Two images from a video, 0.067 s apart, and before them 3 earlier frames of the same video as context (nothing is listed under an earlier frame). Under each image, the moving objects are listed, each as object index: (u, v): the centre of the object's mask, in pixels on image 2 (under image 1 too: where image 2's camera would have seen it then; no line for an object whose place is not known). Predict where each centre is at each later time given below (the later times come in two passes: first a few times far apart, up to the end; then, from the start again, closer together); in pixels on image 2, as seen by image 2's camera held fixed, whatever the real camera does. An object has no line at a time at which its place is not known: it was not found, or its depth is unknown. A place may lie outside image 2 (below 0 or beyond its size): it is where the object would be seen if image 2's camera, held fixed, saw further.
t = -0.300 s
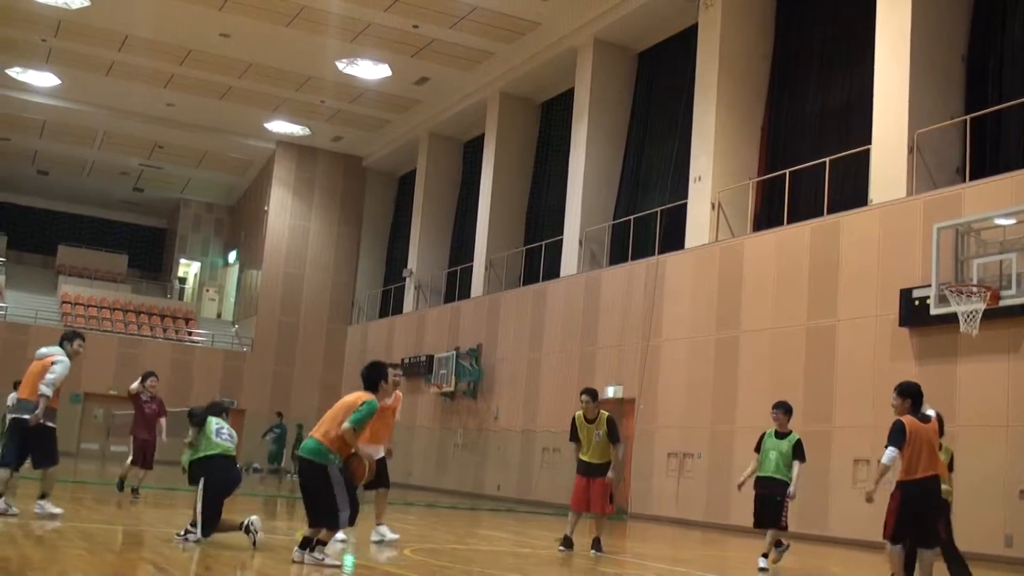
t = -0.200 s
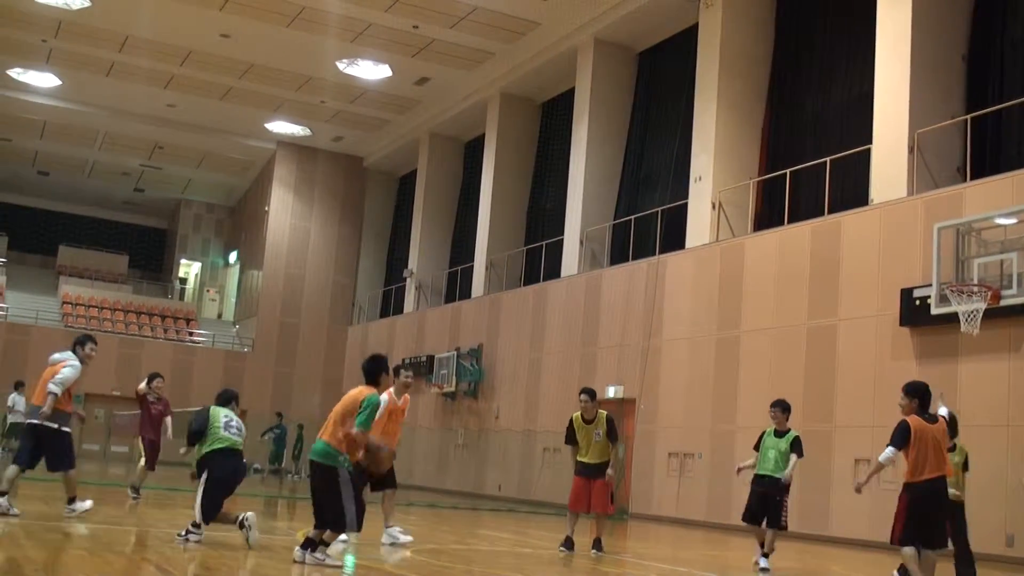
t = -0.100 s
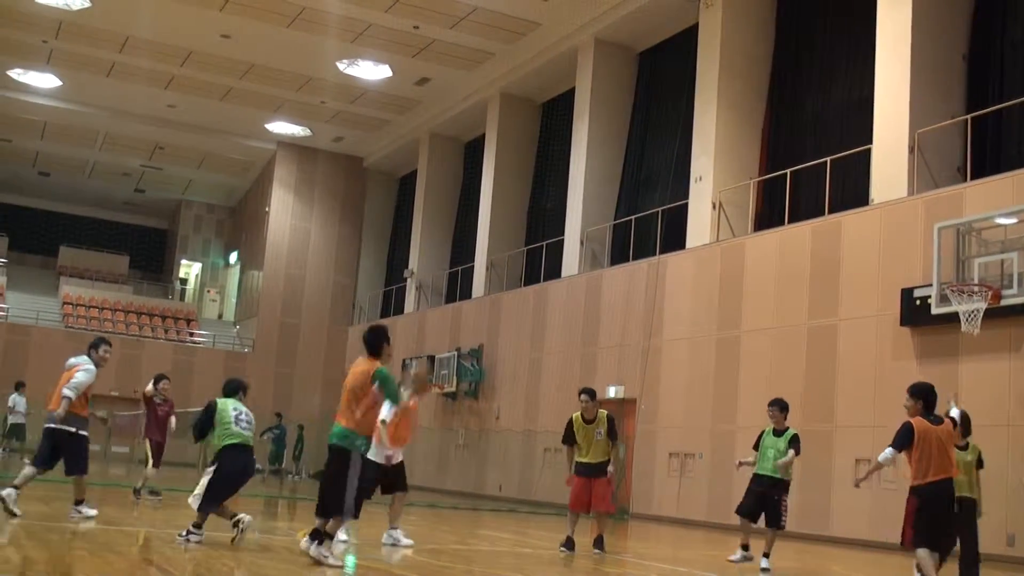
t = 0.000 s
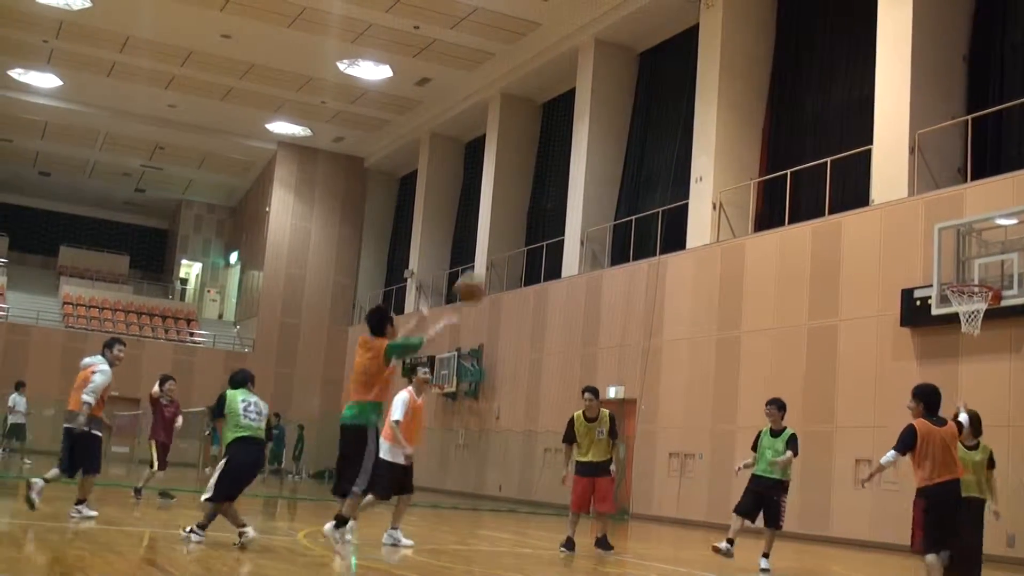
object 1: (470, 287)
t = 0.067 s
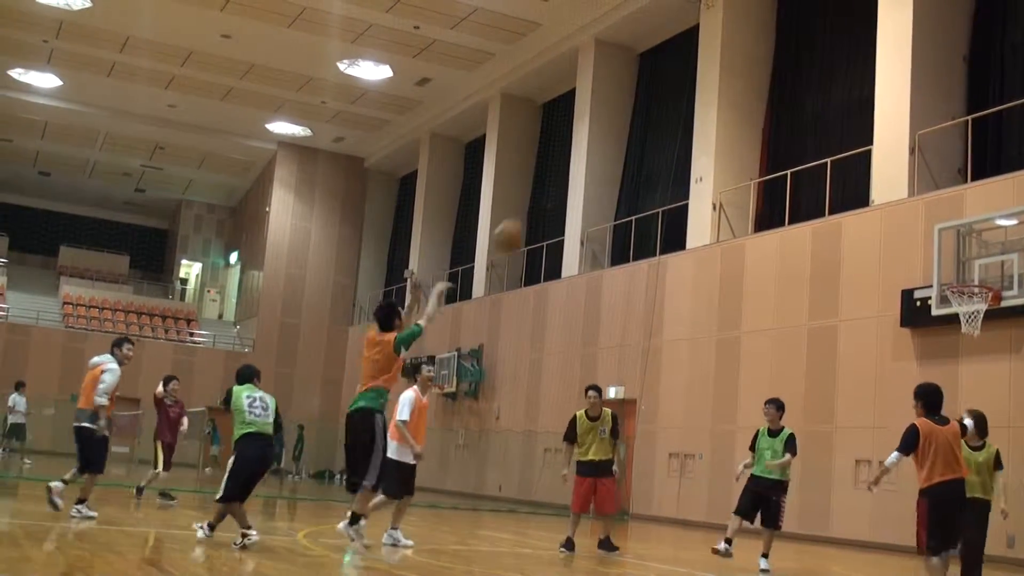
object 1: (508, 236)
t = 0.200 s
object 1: (577, 157)
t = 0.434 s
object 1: (680, 74)
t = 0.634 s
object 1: (754, 52)
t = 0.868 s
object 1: (828, 80)
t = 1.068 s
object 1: (884, 138)
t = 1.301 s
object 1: (943, 247)
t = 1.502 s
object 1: (996, 315)
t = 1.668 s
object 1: (1022, 357)
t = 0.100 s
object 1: (528, 211)
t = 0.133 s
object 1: (544, 193)
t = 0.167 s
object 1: (560, 173)
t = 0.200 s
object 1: (577, 157)
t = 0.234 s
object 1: (595, 139)
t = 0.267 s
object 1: (611, 122)
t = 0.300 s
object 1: (625, 110)
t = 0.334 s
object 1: (640, 99)
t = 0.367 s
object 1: (653, 90)
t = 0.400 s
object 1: (666, 81)
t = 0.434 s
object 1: (680, 74)
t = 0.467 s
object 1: (692, 68)
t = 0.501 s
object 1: (705, 63)
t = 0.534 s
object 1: (718, 59)
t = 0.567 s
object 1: (730, 56)
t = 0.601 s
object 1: (743, 53)
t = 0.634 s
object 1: (754, 52)
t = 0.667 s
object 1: (765, 53)
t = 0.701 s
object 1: (776, 56)
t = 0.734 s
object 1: (787, 59)
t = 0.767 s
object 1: (797, 63)
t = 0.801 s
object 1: (808, 68)
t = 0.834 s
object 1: (817, 73)
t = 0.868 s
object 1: (828, 80)
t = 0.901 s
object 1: (838, 88)
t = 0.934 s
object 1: (847, 96)
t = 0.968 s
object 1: (857, 105)
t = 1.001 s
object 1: (865, 115)
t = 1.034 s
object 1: (874, 125)
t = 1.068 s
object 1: (884, 138)
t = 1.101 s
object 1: (892, 151)
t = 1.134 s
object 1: (901, 165)
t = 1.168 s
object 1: (909, 181)
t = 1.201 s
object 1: (918, 195)
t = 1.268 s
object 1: (935, 230)
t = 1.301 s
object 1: (943, 247)
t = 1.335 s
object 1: (951, 268)
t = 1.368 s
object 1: (959, 282)
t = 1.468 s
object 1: (992, 313)
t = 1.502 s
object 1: (996, 315)
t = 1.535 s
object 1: (1002, 324)
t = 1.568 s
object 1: (1007, 331)
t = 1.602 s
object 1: (1015, 339)
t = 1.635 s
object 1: (1018, 349)
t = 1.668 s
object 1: (1022, 357)
